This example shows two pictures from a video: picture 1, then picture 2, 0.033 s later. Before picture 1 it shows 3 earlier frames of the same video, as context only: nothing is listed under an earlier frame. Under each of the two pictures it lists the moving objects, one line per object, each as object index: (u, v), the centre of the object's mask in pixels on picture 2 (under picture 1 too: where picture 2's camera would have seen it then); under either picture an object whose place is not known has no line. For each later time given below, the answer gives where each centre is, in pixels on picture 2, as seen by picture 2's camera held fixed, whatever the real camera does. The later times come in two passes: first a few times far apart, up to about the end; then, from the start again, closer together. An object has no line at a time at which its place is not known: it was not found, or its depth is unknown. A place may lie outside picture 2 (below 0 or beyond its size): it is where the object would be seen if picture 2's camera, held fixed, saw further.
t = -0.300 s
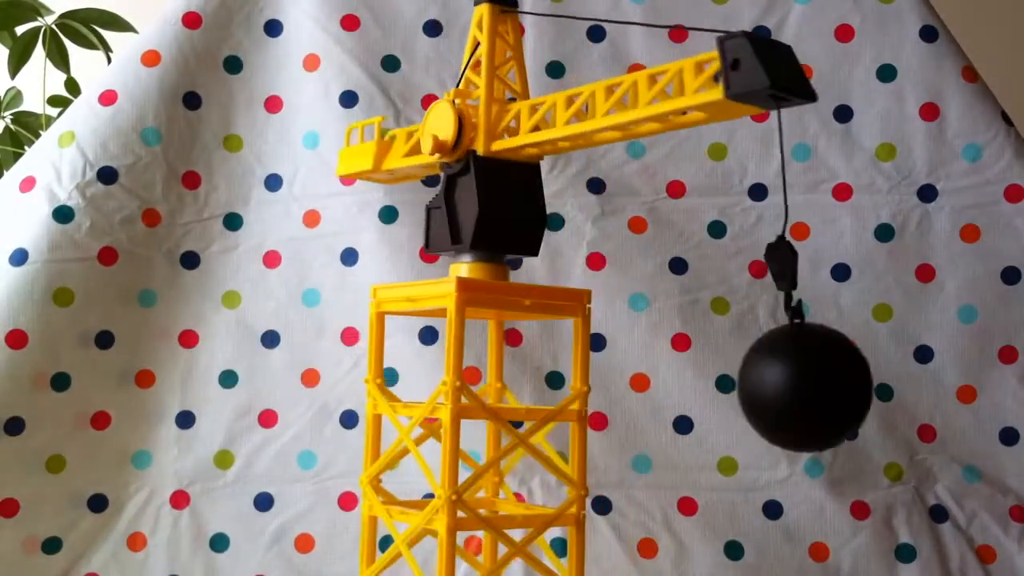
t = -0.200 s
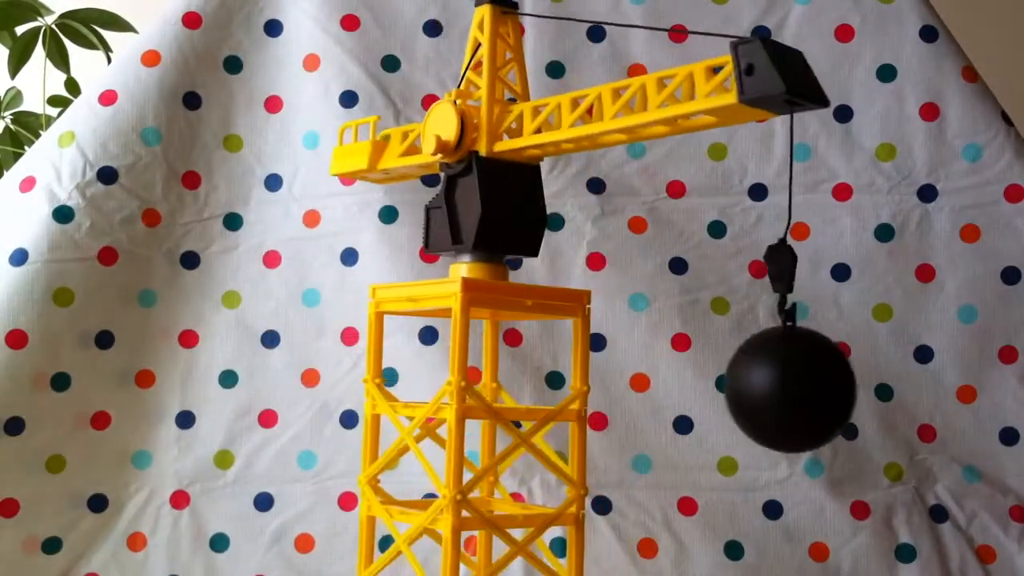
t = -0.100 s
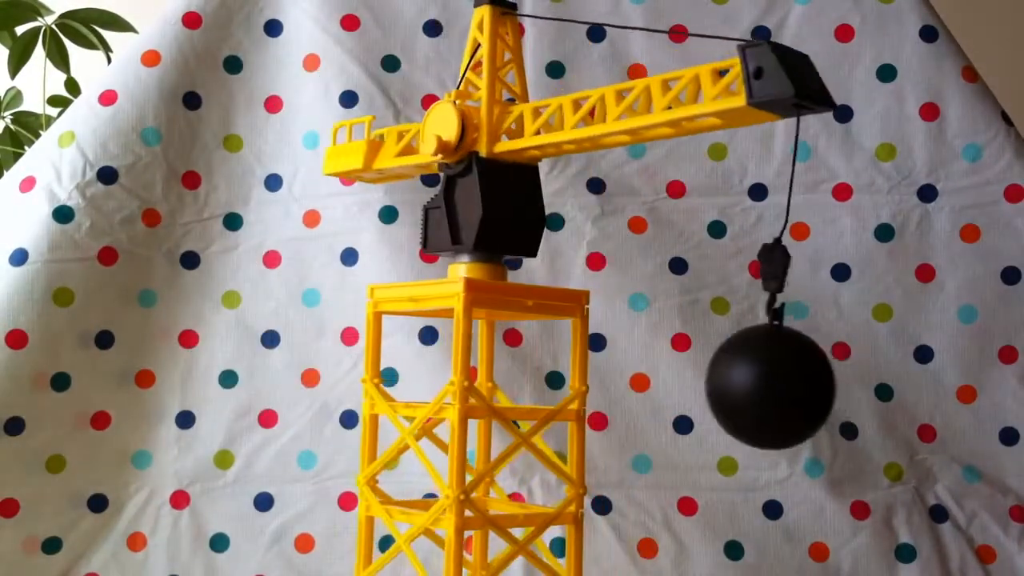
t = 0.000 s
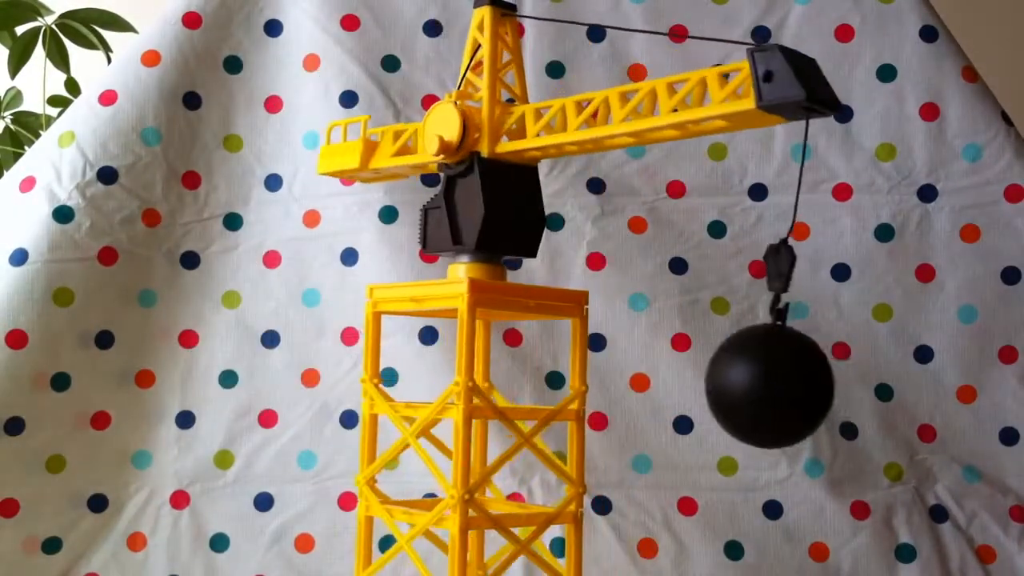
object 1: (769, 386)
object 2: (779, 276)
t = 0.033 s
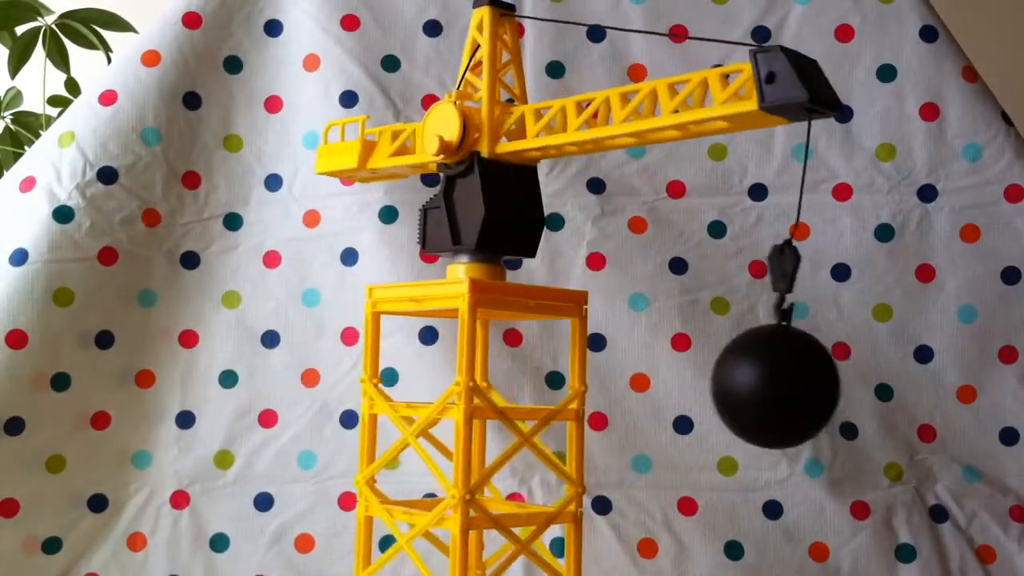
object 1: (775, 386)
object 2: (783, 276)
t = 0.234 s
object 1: (842, 389)
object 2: (828, 282)
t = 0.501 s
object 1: (824, 388)
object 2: (819, 288)
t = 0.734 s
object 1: (797, 387)
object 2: (803, 288)
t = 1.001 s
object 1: (844, 389)
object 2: (830, 288)
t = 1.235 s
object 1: (807, 388)
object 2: (808, 288)
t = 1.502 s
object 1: (817, 390)
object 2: (815, 288)
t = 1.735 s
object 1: (839, 390)
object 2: (827, 288)
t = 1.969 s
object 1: (797, 387)
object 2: (803, 288)
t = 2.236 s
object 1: (832, 390)
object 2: (823, 288)
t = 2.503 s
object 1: (820, 389)
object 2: (816, 289)
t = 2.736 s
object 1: (801, 388)
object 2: (806, 288)
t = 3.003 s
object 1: (841, 390)
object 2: (828, 288)
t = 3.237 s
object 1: (806, 389)
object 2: (807, 288)
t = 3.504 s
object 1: (819, 390)
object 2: (816, 289)
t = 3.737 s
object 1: (836, 390)
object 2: (825, 289)
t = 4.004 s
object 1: (799, 388)
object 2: (805, 288)
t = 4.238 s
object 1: (832, 390)
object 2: (824, 288)
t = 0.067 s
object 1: (784, 387)
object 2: (789, 277)
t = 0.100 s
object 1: (794, 388)
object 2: (796, 279)
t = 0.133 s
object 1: (807, 389)
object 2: (804, 280)
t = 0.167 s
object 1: (820, 389)
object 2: (813, 281)
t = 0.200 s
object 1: (832, 389)
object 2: (821, 281)
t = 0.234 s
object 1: (842, 389)
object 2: (828, 282)
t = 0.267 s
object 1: (850, 389)
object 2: (833, 283)
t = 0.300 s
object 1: (854, 389)
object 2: (836, 284)
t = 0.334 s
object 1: (856, 389)
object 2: (837, 285)
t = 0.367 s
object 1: (854, 389)
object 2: (836, 285)
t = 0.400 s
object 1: (849, 388)
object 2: (833, 286)
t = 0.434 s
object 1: (842, 388)
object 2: (829, 286)
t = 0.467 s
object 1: (833, 388)
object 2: (824, 287)
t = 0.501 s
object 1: (824, 388)
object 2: (819, 288)
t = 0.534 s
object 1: (815, 387)
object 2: (815, 287)
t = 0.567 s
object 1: (806, 386)
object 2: (810, 287)
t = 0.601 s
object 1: (800, 386)
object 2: (806, 286)
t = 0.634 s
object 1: (795, 386)
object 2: (803, 288)
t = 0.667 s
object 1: (794, 387)
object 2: (801, 288)
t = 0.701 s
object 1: (794, 387)
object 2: (801, 287)
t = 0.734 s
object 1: (797, 387)
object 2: (803, 288)
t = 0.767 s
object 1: (802, 388)
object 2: (807, 288)
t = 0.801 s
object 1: (809, 389)
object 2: (812, 288)
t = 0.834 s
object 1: (816, 390)
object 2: (816, 289)
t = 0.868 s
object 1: (824, 390)
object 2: (820, 289)
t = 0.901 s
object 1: (832, 389)
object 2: (824, 288)
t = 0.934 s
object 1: (838, 389)
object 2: (827, 287)
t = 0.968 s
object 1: (843, 389)
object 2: (829, 288)
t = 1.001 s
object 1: (844, 389)
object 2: (830, 288)
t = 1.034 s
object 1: (844, 389)
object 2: (830, 288)
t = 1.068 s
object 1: (841, 390)
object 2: (828, 288)
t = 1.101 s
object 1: (835, 390)
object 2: (824, 289)
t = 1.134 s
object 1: (829, 390)
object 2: (820, 289)
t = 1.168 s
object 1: (821, 390)
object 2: (816, 289)
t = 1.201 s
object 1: (813, 389)
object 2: (812, 289)
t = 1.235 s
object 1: (807, 388)
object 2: (808, 288)
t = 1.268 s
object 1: (801, 388)
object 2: (805, 289)
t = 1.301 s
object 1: (797, 387)
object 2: (802, 288)
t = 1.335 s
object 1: (795, 387)
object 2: (801, 288)
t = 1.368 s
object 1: (796, 387)
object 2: (802, 288)
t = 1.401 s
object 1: (798, 388)
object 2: (804, 288)
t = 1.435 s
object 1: (803, 389)
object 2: (807, 288)
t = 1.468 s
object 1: (810, 389)
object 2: (811, 288)
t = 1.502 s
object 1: (817, 390)
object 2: (815, 288)
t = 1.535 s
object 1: (825, 390)
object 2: (819, 288)
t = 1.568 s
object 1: (832, 390)
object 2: (823, 288)
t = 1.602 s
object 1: (838, 389)
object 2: (826, 288)
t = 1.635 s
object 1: (842, 389)
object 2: (829, 288)
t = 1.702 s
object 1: (843, 389)
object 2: (829, 288)
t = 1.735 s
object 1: (839, 390)
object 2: (827, 288)
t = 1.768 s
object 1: (834, 390)
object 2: (824, 289)
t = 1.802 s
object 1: (828, 390)
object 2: (820, 289)
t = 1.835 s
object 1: (820, 390)
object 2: (816, 289)
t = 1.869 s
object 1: (813, 389)
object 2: (812, 289)
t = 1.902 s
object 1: (806, 388)
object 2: (808, 288)
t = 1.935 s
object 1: (801, 388)
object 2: (805, 288)
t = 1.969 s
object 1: (797, 387)
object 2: (803, 288)
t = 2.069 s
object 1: (799, 388)
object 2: (805, 288)
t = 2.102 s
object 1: (804, 389)
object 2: (808, 288)
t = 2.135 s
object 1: (811, 389)
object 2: (812, 288)
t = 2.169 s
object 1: (818, 389)
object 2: (815, 288)
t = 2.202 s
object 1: (825, 390)
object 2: (819, 289)
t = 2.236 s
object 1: (832, 390)
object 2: (823, 288)
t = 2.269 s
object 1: (837, 390)
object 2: (826, 288)
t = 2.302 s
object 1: (841, 389)
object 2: (828, 288)
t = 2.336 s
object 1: (842, 389)
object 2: (828, 288)
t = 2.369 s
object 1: (841, 389)
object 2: (827, 288)
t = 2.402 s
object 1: (838, 390)
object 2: (825, 289)
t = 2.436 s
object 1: (833, 390)
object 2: (823, 289)
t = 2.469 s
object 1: (826, 390)
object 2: (819, 289)
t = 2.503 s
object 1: (820, 389)
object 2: (816, 289)
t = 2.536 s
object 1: (813, 389)
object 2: (812, 289)
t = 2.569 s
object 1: (806, 388)
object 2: (808, 289)
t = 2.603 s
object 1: (801, 388)
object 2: (805, 288)
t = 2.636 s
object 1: (798, 388)
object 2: (804, 288)
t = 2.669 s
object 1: (797, 388)
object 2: (803, 288)
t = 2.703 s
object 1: (798, 387)
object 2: (804, 288)
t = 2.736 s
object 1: (801, 388)
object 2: (806, 288)
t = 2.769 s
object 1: (805, 389)
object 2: (809, 288)
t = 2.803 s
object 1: (812, 389)
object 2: (812, 289)
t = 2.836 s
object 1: (818, 390)
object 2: (815, 288)
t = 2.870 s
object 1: (825, 390)
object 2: (820, 289)
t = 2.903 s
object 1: (832, 390)
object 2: (824, 288)
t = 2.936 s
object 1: (837, 390)
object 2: (827, 288)
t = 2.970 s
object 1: (840, 389)
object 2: (828, 288)
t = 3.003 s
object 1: (841, 390)
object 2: (828, 288)
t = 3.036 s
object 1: (840, 390)
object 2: (827, 288)
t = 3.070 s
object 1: (837, 390)
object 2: (825, 288)
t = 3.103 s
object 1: (832, 390)
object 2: (823, 288)
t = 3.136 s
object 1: (826, 390)
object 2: (819, 289)
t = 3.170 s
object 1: (819, 390)
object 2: (815, 289)
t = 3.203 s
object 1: (812, 389)
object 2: (811, 289)
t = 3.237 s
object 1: (806, 389)
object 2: (807, 288)
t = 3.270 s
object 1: (801, 388)
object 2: (805, 288)
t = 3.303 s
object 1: (799, 388)
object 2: (804, 288)
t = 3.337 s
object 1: (798, 388)
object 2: (804, 288)
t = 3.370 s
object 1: (799, 388)
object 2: (805, 288)
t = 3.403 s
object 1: (802, 388)
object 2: (807, 288)
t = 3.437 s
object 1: (807, 389)
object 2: (809, 288)
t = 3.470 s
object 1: (813, 389)
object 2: (812, 288)
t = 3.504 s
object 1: (819, 390)
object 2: (816, 289)
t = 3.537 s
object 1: (826, 390)
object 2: (820, 289)
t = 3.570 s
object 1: (832, 390)
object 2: (824, 288)
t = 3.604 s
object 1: (837, 390)
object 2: (826, 288)
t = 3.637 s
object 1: (839, 390)
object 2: (827, 288)
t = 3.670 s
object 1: (840, 390)
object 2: (827, 288)
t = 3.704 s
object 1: (839, 390)
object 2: (826, 288)
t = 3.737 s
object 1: (836, 390)
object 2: (825, 289)
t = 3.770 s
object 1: (831, 390)
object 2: (822, 288)
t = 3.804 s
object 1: (824, 390)
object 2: (819, 289)
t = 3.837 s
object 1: (818, 390)
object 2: (815, 289)
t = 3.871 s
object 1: (812, 389)
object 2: (811, 289)
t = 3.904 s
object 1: (806, 389)
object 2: (808, 288)
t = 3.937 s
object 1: (801, 388)
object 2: (806, 288)
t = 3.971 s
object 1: (799, 388)
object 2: (805, 288)
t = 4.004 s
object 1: (799, 388)
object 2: (805, 288)
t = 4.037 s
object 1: (800, 388)
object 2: (805, 288)
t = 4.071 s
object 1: (803, 389)
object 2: (807, 288)
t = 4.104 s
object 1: (808, 389)
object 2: (809, 288)
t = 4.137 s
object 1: (814, 389)
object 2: (813, 289)
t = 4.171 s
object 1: (821, 390)
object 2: (817, 288)
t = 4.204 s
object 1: (827, 390)
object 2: (820, 288)
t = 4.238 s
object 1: (832, 390)
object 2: (824, 288)
